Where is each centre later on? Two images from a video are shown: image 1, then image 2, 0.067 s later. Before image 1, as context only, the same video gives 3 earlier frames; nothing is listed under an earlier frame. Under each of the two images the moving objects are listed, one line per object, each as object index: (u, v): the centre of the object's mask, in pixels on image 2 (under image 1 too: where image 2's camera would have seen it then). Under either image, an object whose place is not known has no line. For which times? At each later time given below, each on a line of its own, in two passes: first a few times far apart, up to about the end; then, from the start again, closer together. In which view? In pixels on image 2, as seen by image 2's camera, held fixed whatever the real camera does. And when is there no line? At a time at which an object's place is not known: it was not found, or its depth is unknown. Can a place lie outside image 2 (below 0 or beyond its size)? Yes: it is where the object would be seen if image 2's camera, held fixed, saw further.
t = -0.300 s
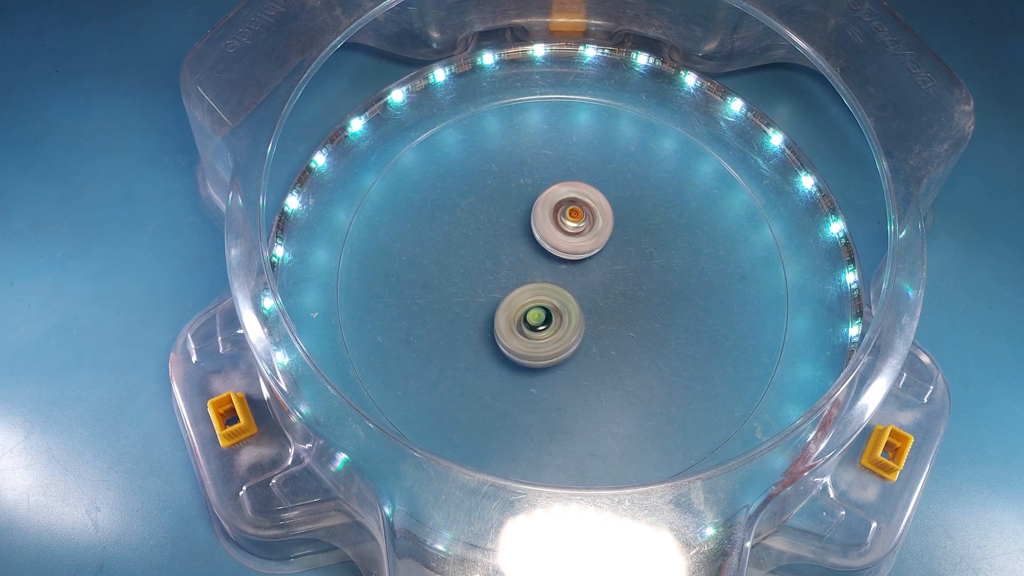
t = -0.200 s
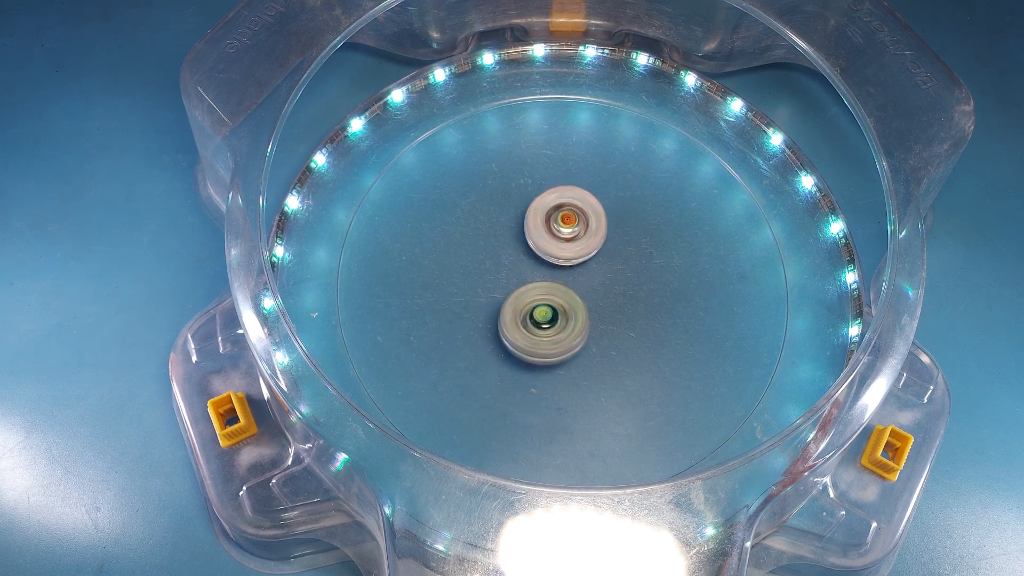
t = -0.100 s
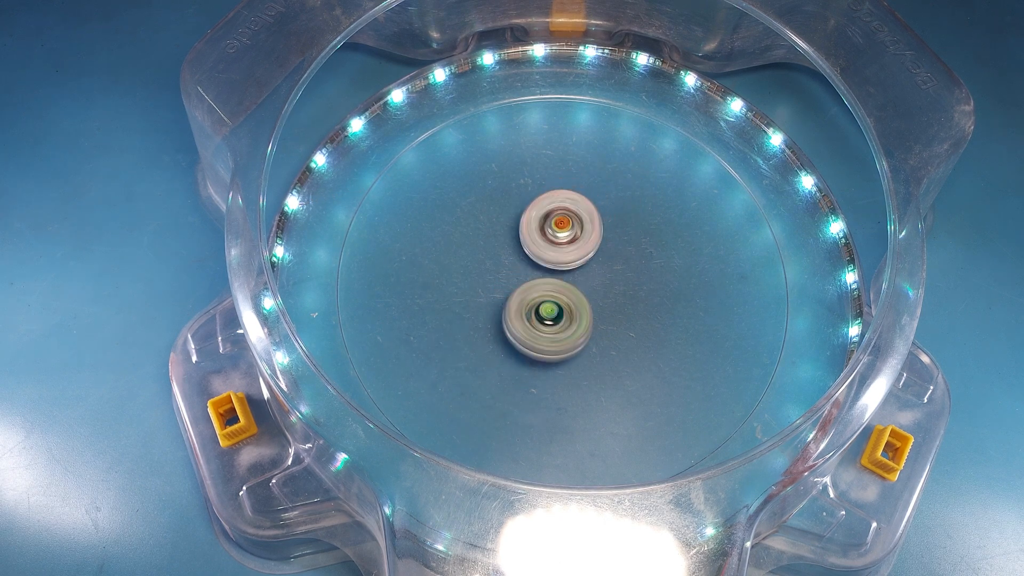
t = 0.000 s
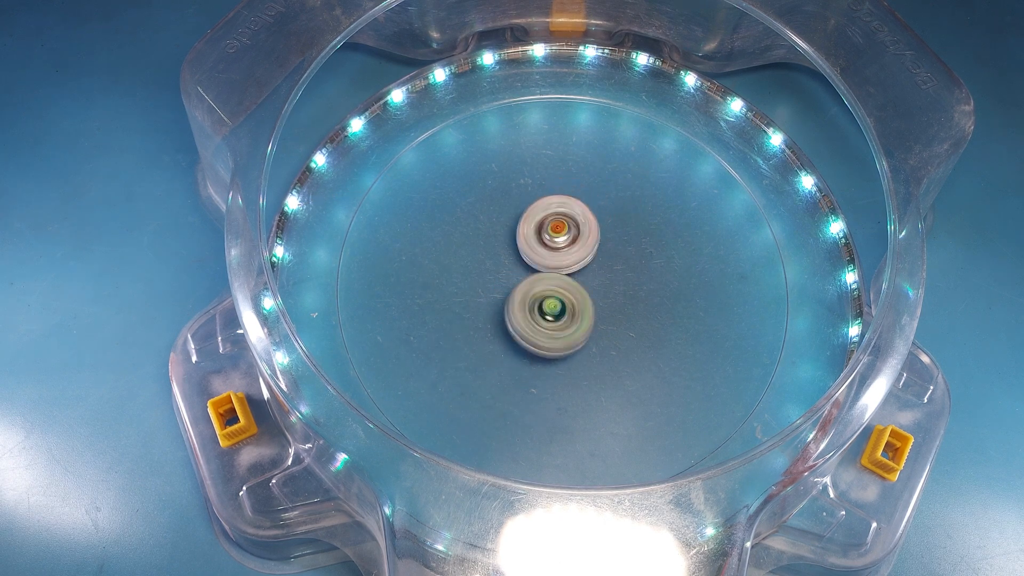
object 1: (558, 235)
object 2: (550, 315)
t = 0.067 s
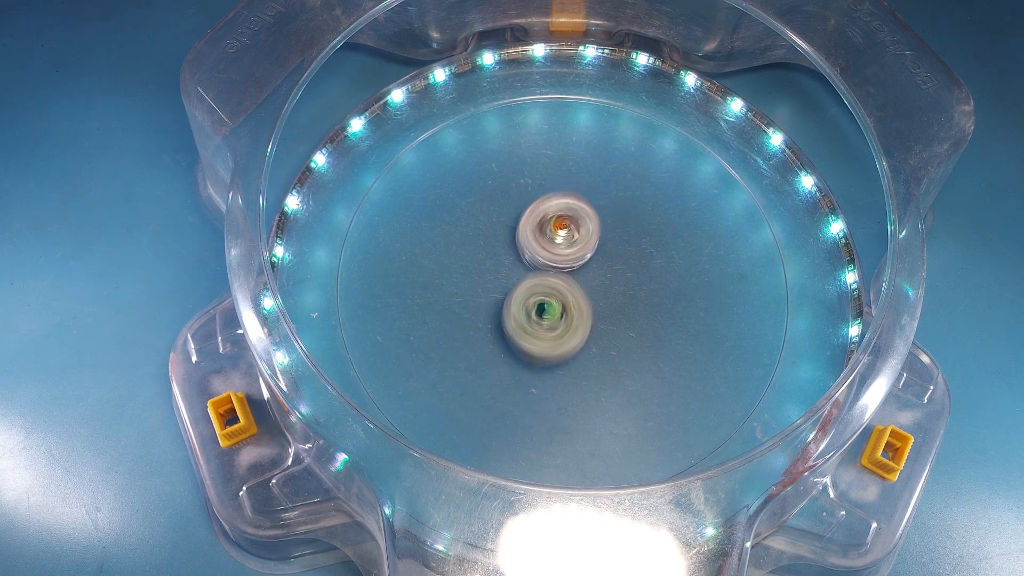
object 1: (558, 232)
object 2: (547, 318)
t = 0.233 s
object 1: (574, 206)
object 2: (531, 343)
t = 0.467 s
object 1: (562, 221)
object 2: (550, 330)
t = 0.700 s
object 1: (554, 235)
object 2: (567, 311)
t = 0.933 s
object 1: (542, 190)
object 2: (571, 363)
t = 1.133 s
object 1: (540, 206)
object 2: (573, 340)
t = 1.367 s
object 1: (548, 229)
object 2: (564, 307)
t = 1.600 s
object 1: (549, 220)
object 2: (565, 319)
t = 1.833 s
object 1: (541, 222)
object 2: (576, 318)
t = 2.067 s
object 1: (534, 230)
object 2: (595, 299)
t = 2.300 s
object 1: (530, 238)
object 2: (598, 288)
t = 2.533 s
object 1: (524, 240)
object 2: (602, 281)
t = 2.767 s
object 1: (500, 228)
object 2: (628, 282)
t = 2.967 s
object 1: (493, 222)
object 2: (628, 292)
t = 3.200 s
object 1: (527, 214)
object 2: (560, 334)
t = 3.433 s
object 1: (568, 198)
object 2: (488, 362)
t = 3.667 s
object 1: (601, 270)
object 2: (471, 258)
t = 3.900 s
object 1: (592, 307)
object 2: (458, 220)
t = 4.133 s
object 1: (567, 303)
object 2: (492, 263)
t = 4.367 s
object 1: (566, 303)
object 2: (489, 280)
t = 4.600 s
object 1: (566, 303)
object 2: (497, 248)
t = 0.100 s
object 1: (565, 217)
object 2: (539, 334)
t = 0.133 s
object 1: (569, 208)
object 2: (534, 343)
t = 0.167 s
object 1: (572, 205)
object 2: (529, 345)
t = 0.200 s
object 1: (575, 205)
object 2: (530, 346)
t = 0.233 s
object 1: (574, 206)
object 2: (531, 343)
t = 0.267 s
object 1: (574, 210)
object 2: (533, 342)
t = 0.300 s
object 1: (572, 211)
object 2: (537, 339)
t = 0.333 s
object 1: (569, 215)
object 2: (539, 336)
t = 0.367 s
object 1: (568, 216)
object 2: (543, 336)
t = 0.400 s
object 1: (565, 217)
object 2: (546, 334)
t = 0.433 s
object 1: (564, 220)
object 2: (547, 333)
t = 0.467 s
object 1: (562, 221)
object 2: (550, 330)
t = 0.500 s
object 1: (560, 224)
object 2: (551, 326)
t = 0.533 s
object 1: (559, 225)
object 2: (553, 325)
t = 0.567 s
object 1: (557, 227)
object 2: (557, 321)
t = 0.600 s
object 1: (557, 230)
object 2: (557, 318)
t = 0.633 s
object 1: (556, 230)
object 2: (562, 316)
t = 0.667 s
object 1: (554, 234)
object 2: (564, 312)
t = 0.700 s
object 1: (554, 235)
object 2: (567, 311)
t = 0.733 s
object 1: (553, 228)
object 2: (569, 322)
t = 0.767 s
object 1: (554, 215)
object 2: (568, 337)
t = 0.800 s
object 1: (553, 207)
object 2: (570, 348)
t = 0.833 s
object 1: (551, 200)
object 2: (570, 353)
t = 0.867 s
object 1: (546, 196)
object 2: (571, 359)
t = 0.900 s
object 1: (545, 192)
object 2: (572, 360)
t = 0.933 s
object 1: (542, 190)
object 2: (571, 363)
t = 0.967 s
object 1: (544, 191)
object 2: (571, 360)
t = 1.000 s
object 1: (542, 192)
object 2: (569, 358)
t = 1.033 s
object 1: (543, 197)
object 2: (571, 353)
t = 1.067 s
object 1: (541, 199)
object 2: (570, 349)
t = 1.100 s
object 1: (541, 204)
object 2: (573, 344)
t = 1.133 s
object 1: (540, 206)
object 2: (573, 340)
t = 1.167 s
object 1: (541, 211)
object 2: (575, 334)
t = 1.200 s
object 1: (542, 215)
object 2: (573, 327)
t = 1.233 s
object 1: (544, 221)
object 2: (571, 319)
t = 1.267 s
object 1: (546, 227)
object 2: (569, 308)
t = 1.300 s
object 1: (548, 230)
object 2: (567, 306)
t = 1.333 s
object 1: (547, 228)
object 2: (565, 307)
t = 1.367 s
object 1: (548, 229)
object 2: (564, 307)
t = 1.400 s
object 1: (545, 228)
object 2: (563, 302)
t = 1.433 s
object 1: (546, 226)
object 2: (565, 312)
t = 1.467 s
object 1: (547, 218)
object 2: (565, 322)
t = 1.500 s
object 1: (551, 215)
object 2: (564, 328)
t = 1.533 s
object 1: (551, 216)
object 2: (559, 327)
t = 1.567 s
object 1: (551, 220)
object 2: (560, 320)
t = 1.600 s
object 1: (549, 220)
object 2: (565, 319)
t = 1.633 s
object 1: (548, 222)
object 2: (567, 319)
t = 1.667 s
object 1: (545, 222)
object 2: (570, 319)
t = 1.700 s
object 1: (545, 222)
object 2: (570, 320)
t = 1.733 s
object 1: (543, 222)
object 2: (571, 319)
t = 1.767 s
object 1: (543, 221)
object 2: (572, 319)
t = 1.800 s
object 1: (541, 223)
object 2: (574, 317)
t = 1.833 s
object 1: (541, 222)
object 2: (576, 318)
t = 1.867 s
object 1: (540, 223)
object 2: (576, 316)
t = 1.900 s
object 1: (539, 222)
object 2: (580, 314)
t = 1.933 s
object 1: (539, 225)
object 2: (582, 309)
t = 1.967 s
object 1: (536, 226)
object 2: (588, 307)
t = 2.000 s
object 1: (536, 228)
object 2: (590, 302)
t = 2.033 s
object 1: (533, 229)
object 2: (595, 299)
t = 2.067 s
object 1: (534, 230)
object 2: (595, 299)
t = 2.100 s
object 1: (532, 233)
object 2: (598, 296)
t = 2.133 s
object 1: (532, 233)
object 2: (598, 297)
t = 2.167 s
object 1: (531, 235)
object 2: (597, 294)
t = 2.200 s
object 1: (531, 234)
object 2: (598, 295)
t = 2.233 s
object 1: (531, 236)
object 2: (596, 291)
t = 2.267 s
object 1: (530, 236)
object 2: (599, 290)
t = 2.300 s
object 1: (530, 238)
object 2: (598, 288)
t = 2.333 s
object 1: (528, 238)
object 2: (601, 287)
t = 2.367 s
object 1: (528, 238)
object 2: (600, 287)
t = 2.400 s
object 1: (526, 240)
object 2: (602, 285)
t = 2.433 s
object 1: (525, 239)
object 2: (602, 286)
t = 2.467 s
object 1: (525, 240)
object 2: (602, 284)
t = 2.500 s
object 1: (523, 240)
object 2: (603, 284)
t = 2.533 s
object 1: (524, 240)
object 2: (602, 281)
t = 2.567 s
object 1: (522, 240)
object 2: (603, 280)
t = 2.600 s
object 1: (523, 240)
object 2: (601, 275)
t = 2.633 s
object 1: (523, 242)
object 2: (603, 274)
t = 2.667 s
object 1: (523, 241)
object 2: (601, 273)
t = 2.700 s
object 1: (516, 235)
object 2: (612, 278)
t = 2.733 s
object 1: (509, 230)
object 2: (622, 281)
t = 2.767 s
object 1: (500, 228)
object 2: (628, 282)
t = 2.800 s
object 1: (493, 227)
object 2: (635, 286)
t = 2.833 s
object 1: (490, 225)
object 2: (638, 288)
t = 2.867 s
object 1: (488, 224)
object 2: (638, 288)
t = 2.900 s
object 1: (489, 222)
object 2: (635, 290)
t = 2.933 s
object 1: (491, 222)
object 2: (630, 291)
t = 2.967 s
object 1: (493, 222)
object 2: (628, 292)
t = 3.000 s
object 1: (497, 225)
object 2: (623, 293)
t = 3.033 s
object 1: (500, 226)
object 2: (614, 294)
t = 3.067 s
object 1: (503, 228)
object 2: (607, 295)
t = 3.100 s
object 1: (508, 231)
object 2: (599, 294)
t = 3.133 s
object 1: (514, 232)
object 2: (587, 292)
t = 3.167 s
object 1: (521, 233)
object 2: (575, 295)
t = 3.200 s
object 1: (527, 214)
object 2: (560, 334)
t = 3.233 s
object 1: (535, 197)
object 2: (549, 347)
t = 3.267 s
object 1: (543, 185)
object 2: (536, 366)
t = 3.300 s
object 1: (553, 181)
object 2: (524, 376)
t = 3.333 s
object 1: (558, 182)
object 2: (512, 379)
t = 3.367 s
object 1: (561, 186)
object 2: (501, 377)
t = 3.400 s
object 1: (565, 190)
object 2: (494, 374)
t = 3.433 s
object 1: (568, 198)
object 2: (488, 362)
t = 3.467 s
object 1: (573, 207)
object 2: (486, 350)
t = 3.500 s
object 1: (577, 218)
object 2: (484, 337)
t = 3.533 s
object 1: (582, 229)
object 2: (483, 320)
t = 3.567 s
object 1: (588, 239)
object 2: (480, 304)
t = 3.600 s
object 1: (593, 250)
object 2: (477, 289)
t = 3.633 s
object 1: (598, 261)
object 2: (473, 273)
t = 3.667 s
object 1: (601, 270)
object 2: (471, 258)
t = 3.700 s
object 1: (602, 278)
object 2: (468, 246)
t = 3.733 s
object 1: (602, 286)
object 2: (466, 234)
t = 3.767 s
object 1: (602, 292)
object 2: (463, 225)
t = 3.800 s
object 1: (600, 298)
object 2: (460, 221)
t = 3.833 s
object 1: (598, 302)
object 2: (457, 220)
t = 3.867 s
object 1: (595, 305)
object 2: (456, 219)
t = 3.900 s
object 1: (592, 307)
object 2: (458, 220)
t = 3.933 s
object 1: (587, 307)
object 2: (461, 222)
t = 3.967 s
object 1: (582, 307)
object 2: (465, 225)
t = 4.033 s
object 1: (574, 307)
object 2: (478, 238)
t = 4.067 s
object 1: (570, 306)
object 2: (485, 247)
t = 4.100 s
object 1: (568, 304)
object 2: (490, 255)
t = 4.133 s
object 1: (567, 303)
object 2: (492, 263)
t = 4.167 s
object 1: (566, 303)
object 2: (493, 270)
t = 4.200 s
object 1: (566, 303)
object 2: (491, 276)
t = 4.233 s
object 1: (566, 303)
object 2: (488, 280)
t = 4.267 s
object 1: (566, 303)
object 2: (486, 282)
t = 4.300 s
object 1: (566, 303)
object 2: (485, 283)
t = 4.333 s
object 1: (566, 303)
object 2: (486, 282)
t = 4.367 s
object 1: (566, 303)
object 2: (489, 280)
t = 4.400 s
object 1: (566, 303)
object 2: (492, 277)
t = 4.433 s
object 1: (566, 302)
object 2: (495, 272)
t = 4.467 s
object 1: (566, 303)
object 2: (498, 268)
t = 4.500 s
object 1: (566, 303)
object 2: (498, 263)
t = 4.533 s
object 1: (566, 303)
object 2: (499, 257)
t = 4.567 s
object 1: (566, 303)
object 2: (499, 252)
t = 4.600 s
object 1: (566, 303)
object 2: (497, 248)
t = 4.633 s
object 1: (566, 303)
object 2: (496, 243)
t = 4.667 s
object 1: (566, 303)
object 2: (495, 239)
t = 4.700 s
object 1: (566, 303)
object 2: (493, 237)
